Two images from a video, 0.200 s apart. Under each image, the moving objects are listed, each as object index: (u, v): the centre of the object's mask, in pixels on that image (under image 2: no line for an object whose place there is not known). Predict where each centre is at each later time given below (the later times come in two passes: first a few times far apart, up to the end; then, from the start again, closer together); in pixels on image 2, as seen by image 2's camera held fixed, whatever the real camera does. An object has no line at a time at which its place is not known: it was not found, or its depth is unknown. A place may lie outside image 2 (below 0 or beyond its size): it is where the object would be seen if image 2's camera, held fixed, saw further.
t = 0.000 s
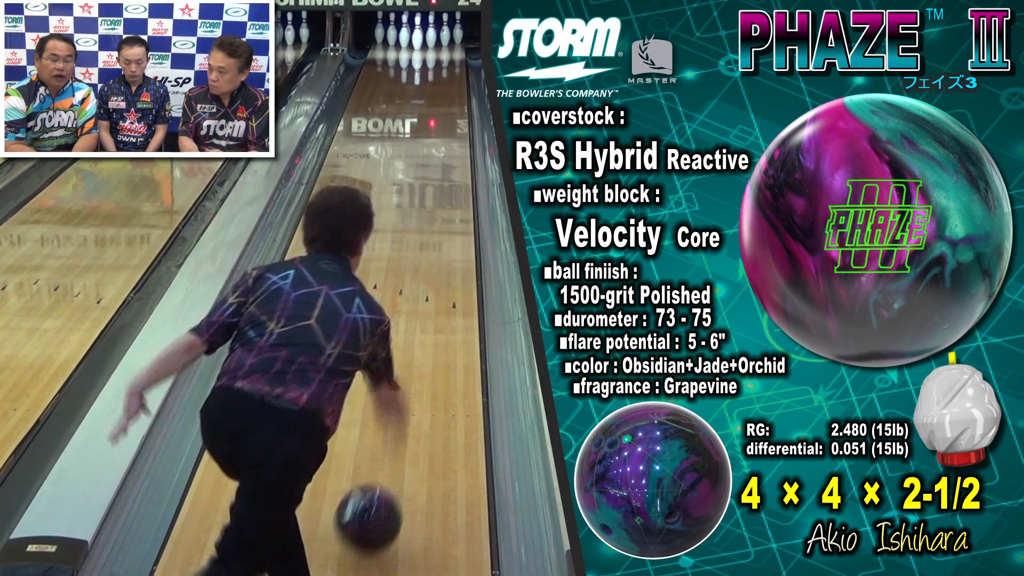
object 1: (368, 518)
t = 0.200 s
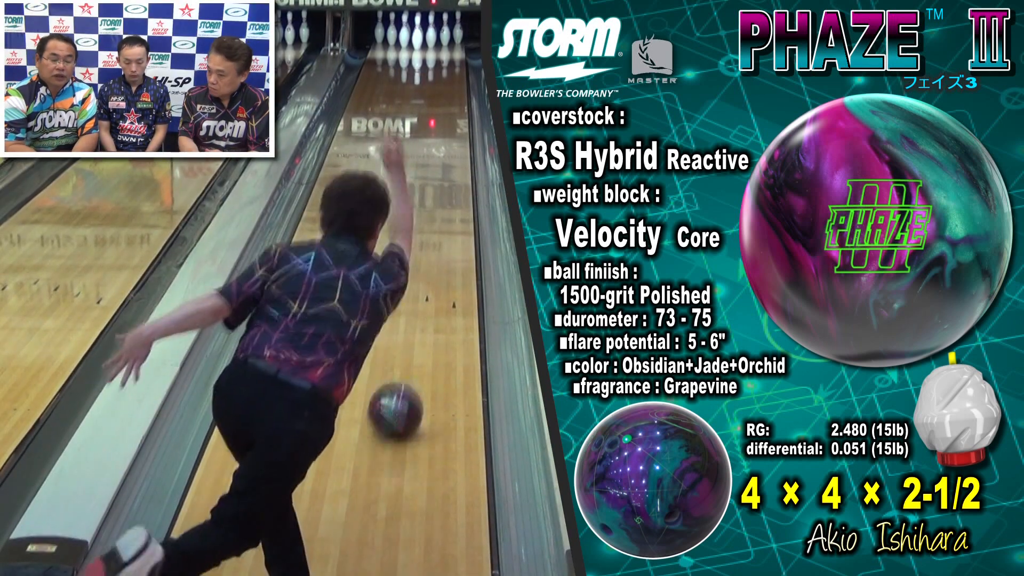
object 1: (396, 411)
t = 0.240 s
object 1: (399, 395)
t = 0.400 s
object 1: (412, 331)
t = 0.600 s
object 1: (438, 272)
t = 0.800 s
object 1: (433, 221)
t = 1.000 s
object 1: (439, 184)
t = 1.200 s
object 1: (443, 154)
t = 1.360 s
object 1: (445, 133)
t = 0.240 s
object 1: (399, 395)
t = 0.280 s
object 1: (403, 378)
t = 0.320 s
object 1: (406, 360)
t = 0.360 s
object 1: (409, 346)
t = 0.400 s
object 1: (412, 331)
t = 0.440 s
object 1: (416, 316)
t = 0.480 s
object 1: (420, 305)
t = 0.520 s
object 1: (426, 294)
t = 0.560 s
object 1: (431, 284)
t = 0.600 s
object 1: (438, 272)
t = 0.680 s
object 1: (427, 244)
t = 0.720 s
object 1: (430, 238)
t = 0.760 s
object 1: (432, 230)
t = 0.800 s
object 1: (433, 221)
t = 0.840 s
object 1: (434, 213)
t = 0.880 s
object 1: (436, 205)
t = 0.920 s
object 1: (437, 198)
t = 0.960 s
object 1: (438, 191)
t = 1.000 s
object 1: (439, 184)
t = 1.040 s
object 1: (440, 177)
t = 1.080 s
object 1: (440, 171)
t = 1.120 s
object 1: (441, 165)
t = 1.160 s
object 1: (442, 159)
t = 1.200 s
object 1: (443, 154)
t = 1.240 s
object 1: (443, 148)
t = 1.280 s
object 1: (444, 143)
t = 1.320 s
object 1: (445, 137)
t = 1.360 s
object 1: (445, 133)
